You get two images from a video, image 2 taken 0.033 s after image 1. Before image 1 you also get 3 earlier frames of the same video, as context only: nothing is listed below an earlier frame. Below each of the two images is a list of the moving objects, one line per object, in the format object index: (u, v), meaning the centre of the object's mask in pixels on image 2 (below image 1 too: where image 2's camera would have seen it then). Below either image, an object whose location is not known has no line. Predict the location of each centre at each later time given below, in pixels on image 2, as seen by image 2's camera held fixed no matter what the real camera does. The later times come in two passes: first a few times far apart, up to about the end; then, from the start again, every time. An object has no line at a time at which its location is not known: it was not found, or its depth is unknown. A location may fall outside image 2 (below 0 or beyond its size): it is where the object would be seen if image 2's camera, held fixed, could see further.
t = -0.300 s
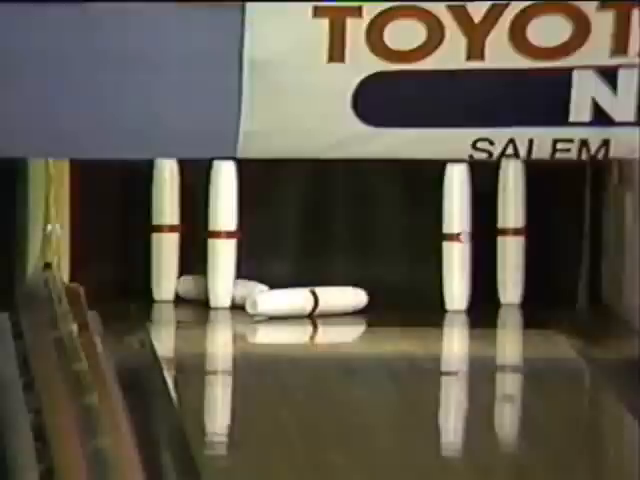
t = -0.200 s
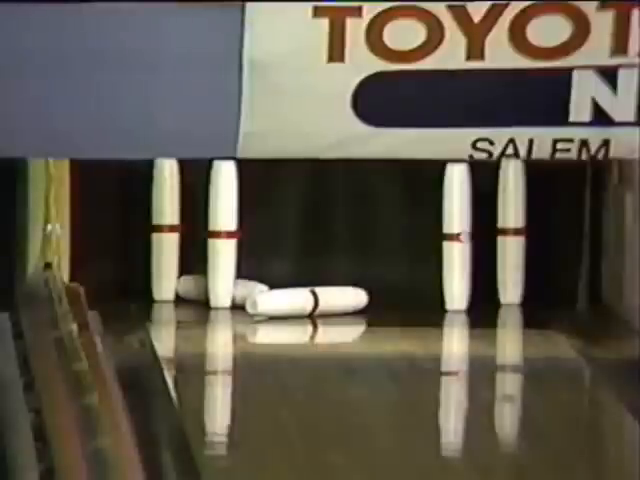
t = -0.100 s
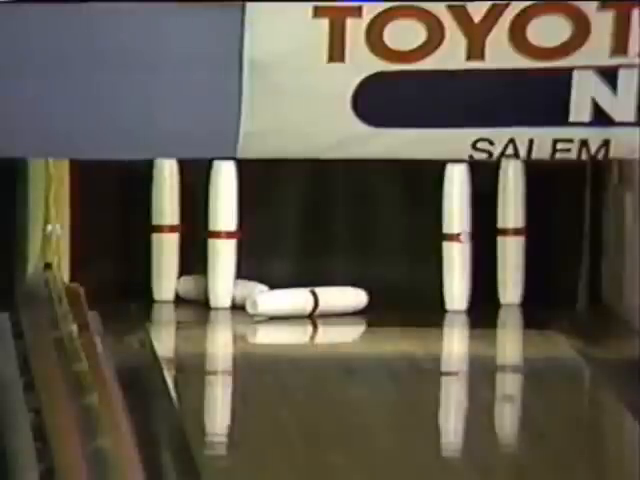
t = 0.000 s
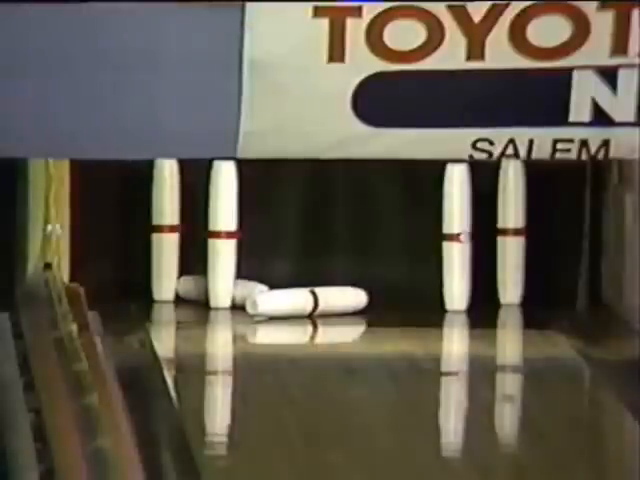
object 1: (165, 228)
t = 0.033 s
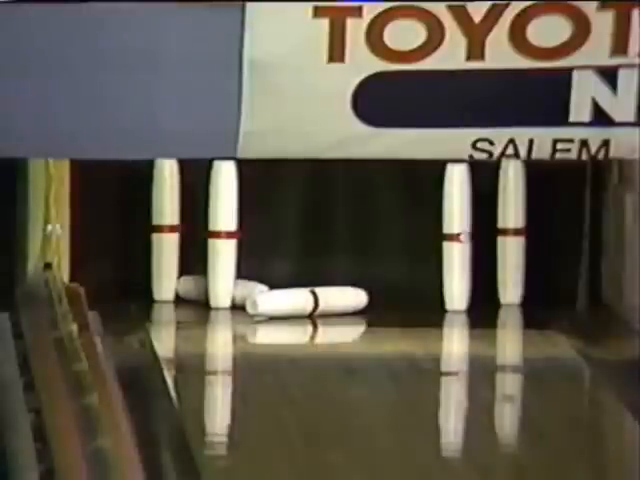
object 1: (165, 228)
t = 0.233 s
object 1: (165, 229)
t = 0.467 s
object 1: (165, 228)
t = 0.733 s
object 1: (165, 229)
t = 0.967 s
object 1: (173, 269)
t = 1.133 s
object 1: (202, 281)
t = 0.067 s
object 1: (165, 228)
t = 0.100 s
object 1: (165, 228)
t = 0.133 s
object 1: (165, 228)
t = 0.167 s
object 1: (165, 228)
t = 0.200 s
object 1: (165, 229)
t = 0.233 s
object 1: (165, 229)
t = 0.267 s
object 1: (165, 228)
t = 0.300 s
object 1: (165, 228)
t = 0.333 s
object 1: (165, 228)
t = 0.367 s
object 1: (165, 228)
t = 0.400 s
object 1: (165, 228)
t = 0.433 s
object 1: (165, 228)
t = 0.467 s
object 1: (165, 228)
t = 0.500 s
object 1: (165, 228)
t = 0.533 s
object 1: (165, 228)
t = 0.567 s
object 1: (165, 228)
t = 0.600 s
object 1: (165, 228)
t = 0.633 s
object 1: (165, 228)
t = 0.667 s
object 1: (165, 229)
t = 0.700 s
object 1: (165, 228)
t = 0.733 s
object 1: (165, 229)
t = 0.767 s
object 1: (165, 219)
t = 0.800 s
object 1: (142, 231)
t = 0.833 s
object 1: (140, 228)
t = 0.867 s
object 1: (146, 241)
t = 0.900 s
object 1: (162, 255)
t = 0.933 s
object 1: (167, 261)
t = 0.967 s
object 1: (173, 269)
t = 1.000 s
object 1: (175, 278)
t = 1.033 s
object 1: (182, 280)
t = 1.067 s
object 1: (189, 280)
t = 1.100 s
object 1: (197, 279)
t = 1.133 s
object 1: (202, 281)
